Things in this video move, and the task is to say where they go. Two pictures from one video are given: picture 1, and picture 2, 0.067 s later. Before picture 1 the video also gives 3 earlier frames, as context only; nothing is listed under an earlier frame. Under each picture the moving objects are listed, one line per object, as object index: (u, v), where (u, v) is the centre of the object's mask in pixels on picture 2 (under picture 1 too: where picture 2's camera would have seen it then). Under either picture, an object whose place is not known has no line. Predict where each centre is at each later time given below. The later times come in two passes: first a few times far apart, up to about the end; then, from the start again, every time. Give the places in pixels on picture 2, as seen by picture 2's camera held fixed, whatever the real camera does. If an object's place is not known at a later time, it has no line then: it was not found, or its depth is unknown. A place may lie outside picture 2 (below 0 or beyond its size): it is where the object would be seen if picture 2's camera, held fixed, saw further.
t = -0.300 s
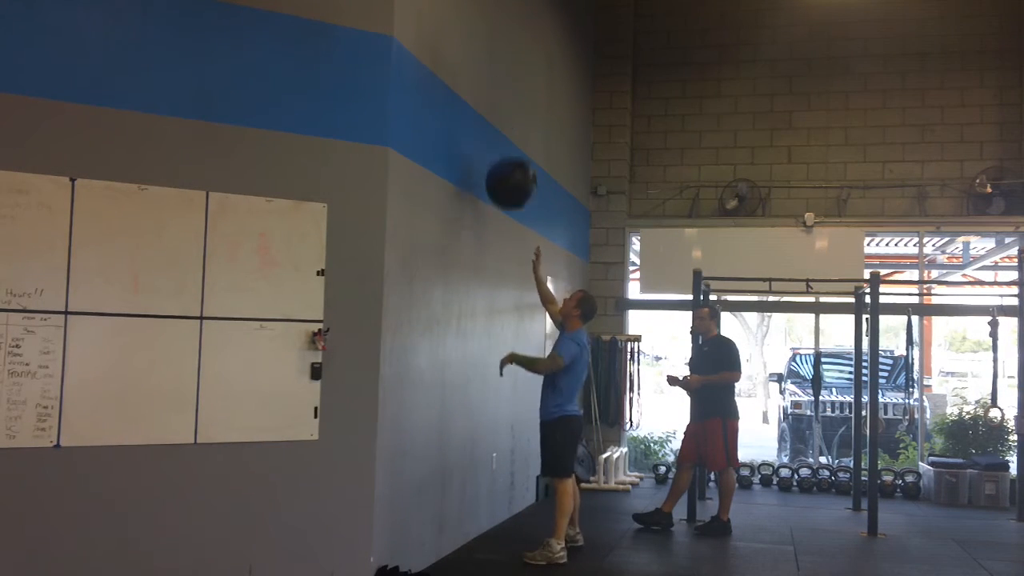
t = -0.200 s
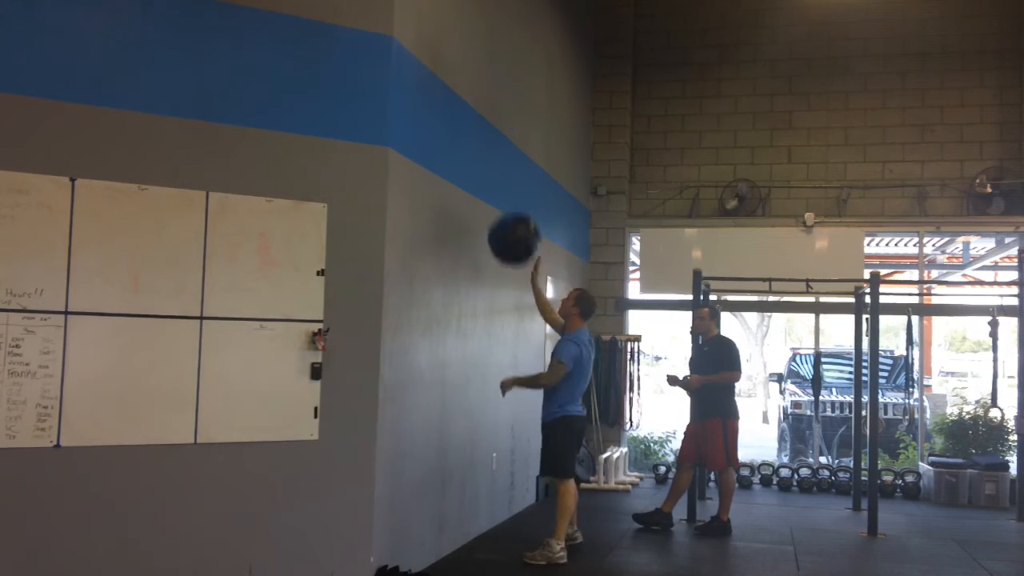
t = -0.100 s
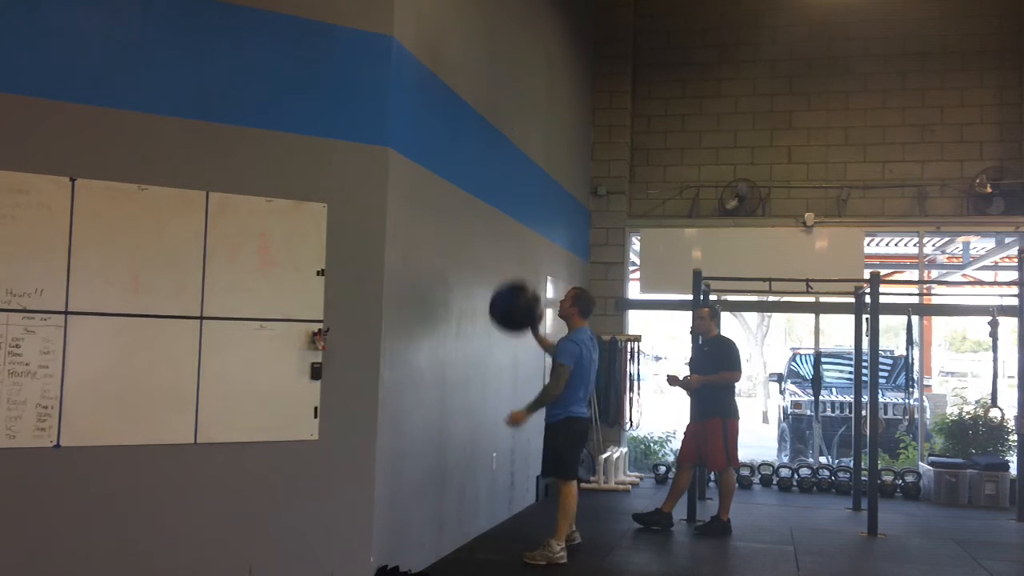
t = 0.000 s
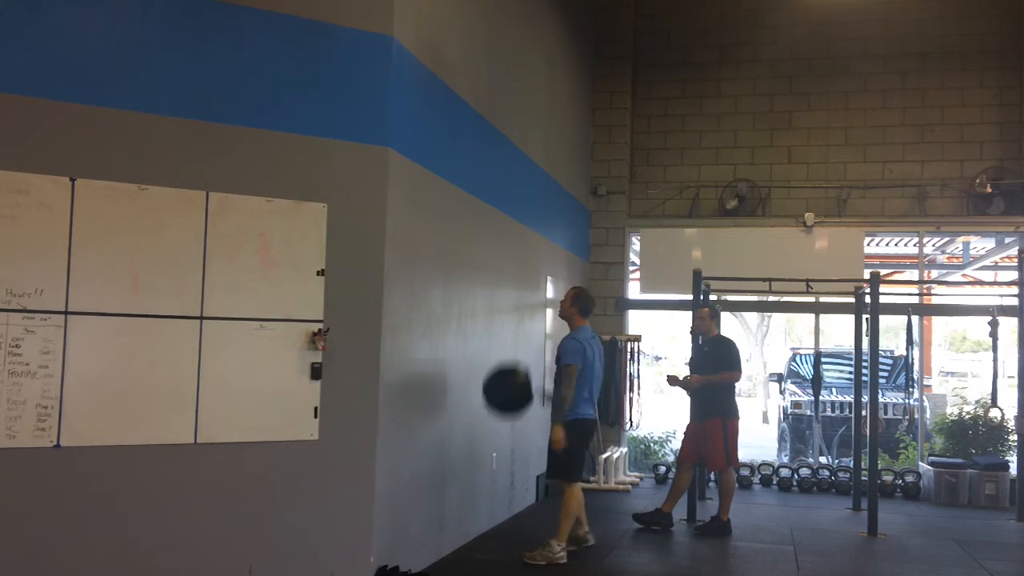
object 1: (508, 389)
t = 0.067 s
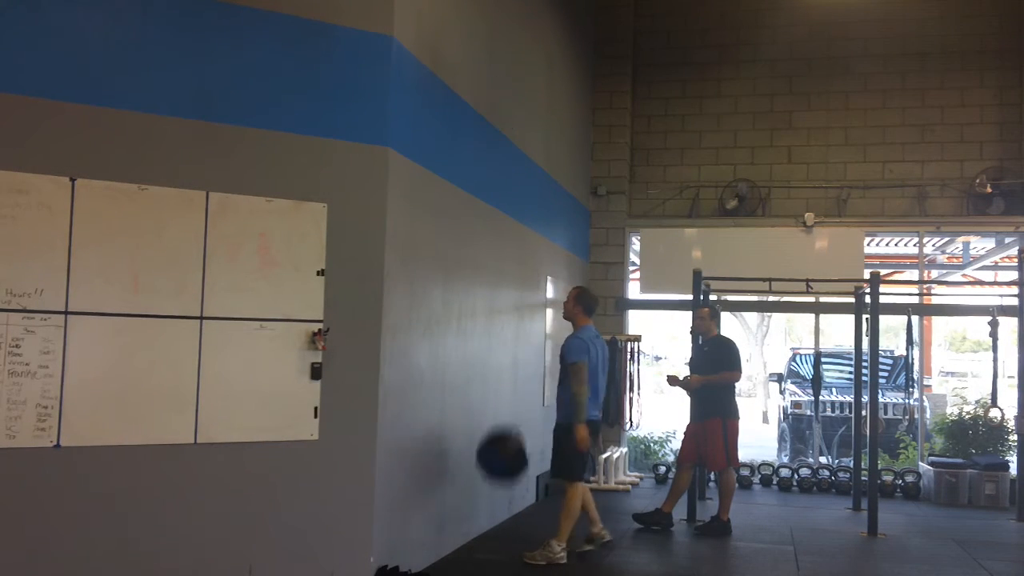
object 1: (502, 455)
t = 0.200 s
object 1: (493, 515)
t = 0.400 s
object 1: (480, 463)
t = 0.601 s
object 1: (472, 468)
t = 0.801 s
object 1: (469, 538)
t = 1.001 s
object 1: (475, 519)
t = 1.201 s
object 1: (478, 537)
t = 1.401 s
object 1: (479, 537)
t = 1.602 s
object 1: (477, 536)
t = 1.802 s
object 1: (473, 535)
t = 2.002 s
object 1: (472, 535)
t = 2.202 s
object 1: (473, 535)
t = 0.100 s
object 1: (499, 491)
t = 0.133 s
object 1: (496, 531)
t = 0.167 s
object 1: (495, 530)
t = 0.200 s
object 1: (493, 515)
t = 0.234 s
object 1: (491, 501)
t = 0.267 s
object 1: (489, 491)
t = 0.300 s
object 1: (487, 481)
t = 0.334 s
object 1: (485, 473)
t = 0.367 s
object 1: (482, 467)
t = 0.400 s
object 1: (480, 463)
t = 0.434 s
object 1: (477, 460)
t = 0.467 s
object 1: (474, 459)
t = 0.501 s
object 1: (473, 459)
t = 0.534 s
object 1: (473, 460)
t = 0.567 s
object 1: (472, 464)
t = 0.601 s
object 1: (472, 468)
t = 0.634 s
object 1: (472, 475)
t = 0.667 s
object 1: (472, 484)
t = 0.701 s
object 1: (471, 494)
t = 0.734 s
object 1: (471, 506)
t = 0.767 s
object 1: (470, 520)
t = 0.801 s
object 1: (469, 538)
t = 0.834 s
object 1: (469, 541)
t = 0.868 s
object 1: (470, 533)
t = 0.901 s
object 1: (471, 527)
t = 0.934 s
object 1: (473, 522)
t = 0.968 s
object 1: (474, 520)
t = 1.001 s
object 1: (475, 519)
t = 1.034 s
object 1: (476, 520)
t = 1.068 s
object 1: (476, 523)
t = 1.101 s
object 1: (477, 528)
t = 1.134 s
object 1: (478, 534)
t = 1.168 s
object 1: (479, 539)
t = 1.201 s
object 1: (478, 537)
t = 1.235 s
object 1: (478, 535)
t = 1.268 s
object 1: (479, 534)
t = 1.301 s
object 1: (479, 534)
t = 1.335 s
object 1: (479, 536)
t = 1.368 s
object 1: (479, 537)
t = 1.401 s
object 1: (479, 537)
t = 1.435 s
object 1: (479, 536)
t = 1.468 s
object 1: (479, 536)
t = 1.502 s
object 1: (478, 536)
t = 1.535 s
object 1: (478, 536)
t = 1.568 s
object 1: (477, 536)
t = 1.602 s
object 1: (477, 536)
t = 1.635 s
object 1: (476, 536)
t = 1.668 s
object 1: (475, 535)
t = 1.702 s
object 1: (475, 535)
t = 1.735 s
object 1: (474, 535)
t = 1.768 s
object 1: (473, 535)
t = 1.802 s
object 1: (473, 535)
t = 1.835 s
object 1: (473, 535)
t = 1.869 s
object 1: (472, 535)
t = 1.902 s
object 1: (472, 535)
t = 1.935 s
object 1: (472, 535)
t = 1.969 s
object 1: (472, 535)
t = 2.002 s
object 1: (472, 535)
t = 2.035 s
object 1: (472, 535)
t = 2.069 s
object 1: (472, 535)
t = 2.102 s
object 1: (472, 535)
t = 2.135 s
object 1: (473, 535)
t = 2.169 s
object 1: (473, 535)
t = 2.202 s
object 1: (473, 535)
